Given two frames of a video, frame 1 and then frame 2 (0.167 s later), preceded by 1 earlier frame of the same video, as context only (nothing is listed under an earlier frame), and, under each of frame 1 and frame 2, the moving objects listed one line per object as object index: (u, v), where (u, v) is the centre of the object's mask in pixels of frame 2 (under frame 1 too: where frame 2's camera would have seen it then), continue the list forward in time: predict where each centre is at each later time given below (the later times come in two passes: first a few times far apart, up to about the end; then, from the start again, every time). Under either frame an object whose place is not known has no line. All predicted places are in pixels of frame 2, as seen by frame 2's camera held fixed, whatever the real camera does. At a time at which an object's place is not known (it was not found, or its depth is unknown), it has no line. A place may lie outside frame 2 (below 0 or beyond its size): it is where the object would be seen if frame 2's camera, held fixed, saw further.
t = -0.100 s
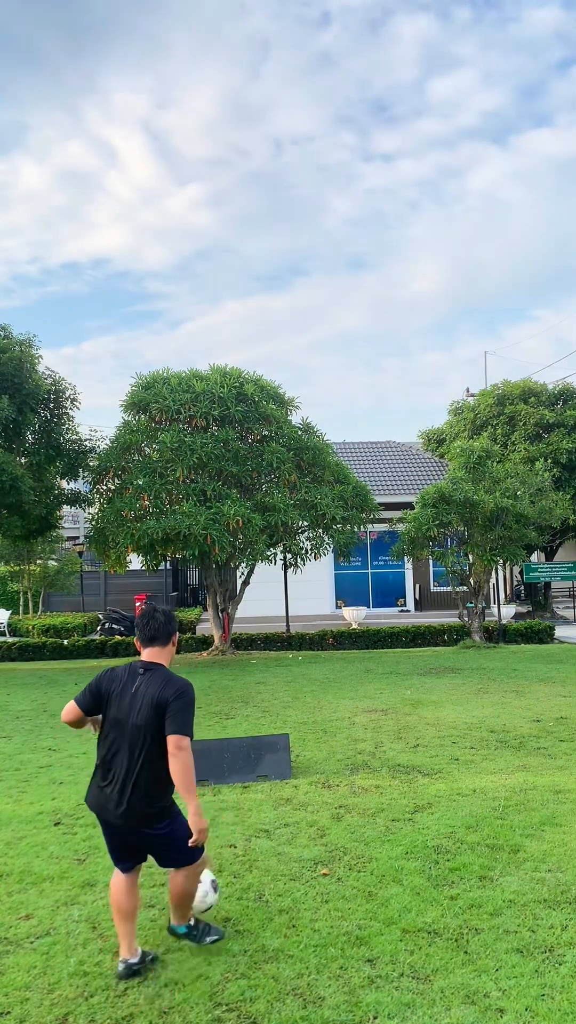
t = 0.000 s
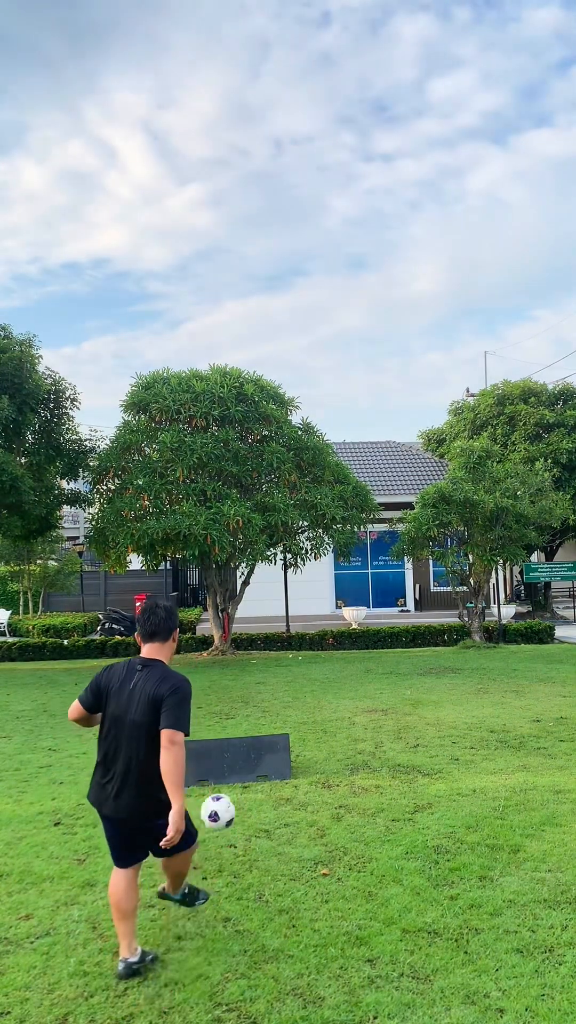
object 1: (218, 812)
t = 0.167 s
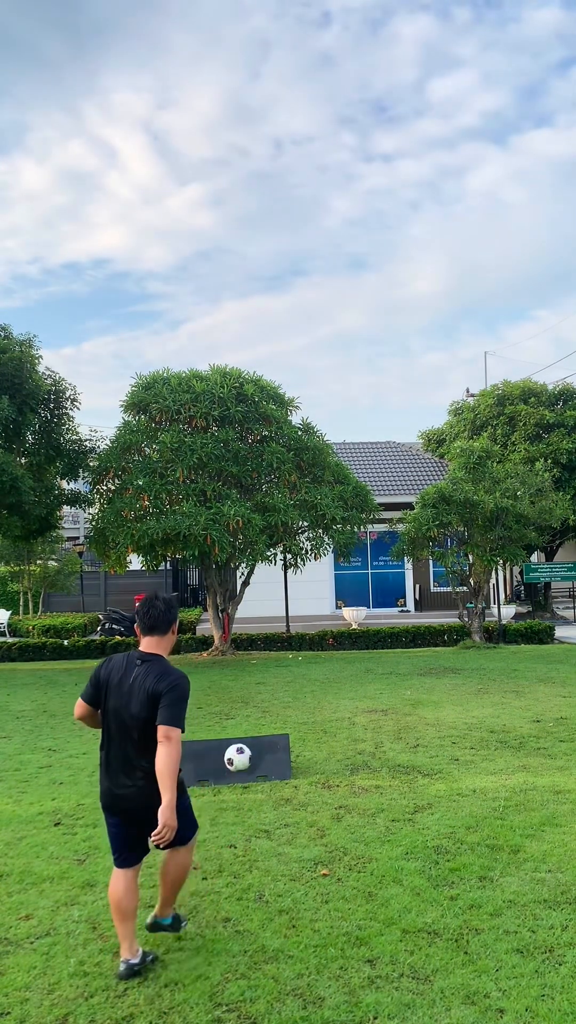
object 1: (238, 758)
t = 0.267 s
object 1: (241, 723)
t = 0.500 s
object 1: (244, 627)
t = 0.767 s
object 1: (252, 586)
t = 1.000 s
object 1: (263, 637)
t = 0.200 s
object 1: (240, 754)
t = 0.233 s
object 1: (241, 741)
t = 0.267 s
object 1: (241, 723)
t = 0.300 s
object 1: (241, 707)
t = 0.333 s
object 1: (242, 691)
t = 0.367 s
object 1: (242, 676)
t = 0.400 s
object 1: (243, 662)
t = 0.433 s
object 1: (243, 649)
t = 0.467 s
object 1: (243, 638)
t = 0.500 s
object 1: (244, 627)
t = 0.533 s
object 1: (245, 618)
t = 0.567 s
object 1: (245, 609)
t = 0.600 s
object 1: (246, 602)
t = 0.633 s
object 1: (247, 596)
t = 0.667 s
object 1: (248, 592)
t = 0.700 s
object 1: (249, 588)
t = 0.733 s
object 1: (250, 586)
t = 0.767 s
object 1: (252, 586)
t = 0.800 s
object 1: (253, 588)
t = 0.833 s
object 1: (254, 591)
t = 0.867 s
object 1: (256, 596)
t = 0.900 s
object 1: (257, 603)
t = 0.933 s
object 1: (259, 612)
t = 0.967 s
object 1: (261, 625)
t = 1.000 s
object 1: (263, 637)
